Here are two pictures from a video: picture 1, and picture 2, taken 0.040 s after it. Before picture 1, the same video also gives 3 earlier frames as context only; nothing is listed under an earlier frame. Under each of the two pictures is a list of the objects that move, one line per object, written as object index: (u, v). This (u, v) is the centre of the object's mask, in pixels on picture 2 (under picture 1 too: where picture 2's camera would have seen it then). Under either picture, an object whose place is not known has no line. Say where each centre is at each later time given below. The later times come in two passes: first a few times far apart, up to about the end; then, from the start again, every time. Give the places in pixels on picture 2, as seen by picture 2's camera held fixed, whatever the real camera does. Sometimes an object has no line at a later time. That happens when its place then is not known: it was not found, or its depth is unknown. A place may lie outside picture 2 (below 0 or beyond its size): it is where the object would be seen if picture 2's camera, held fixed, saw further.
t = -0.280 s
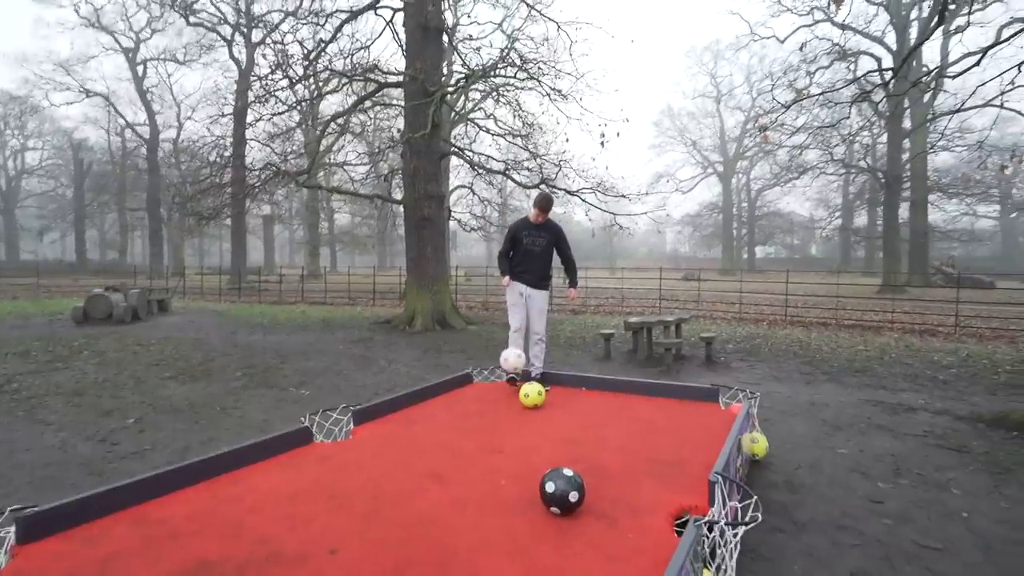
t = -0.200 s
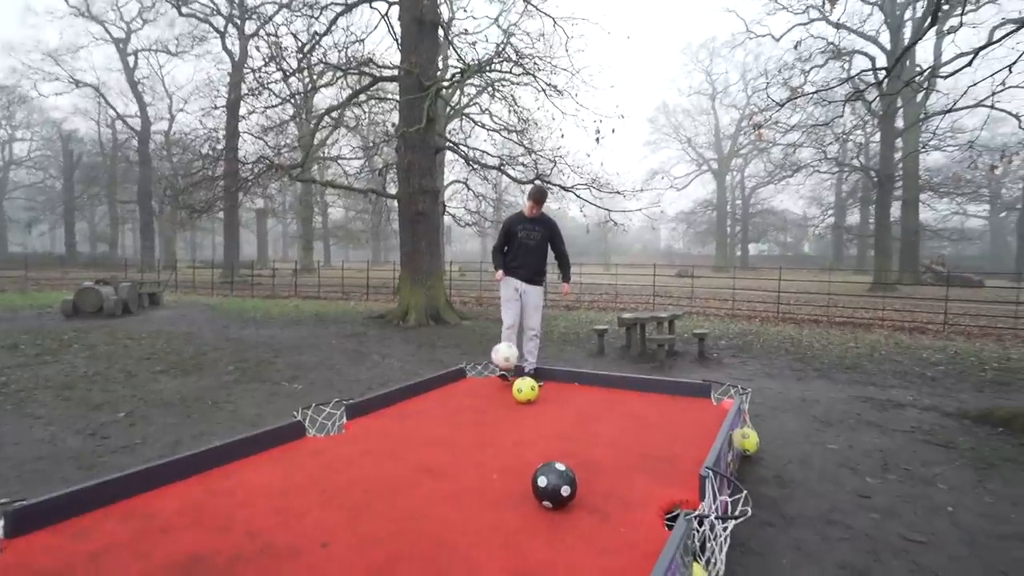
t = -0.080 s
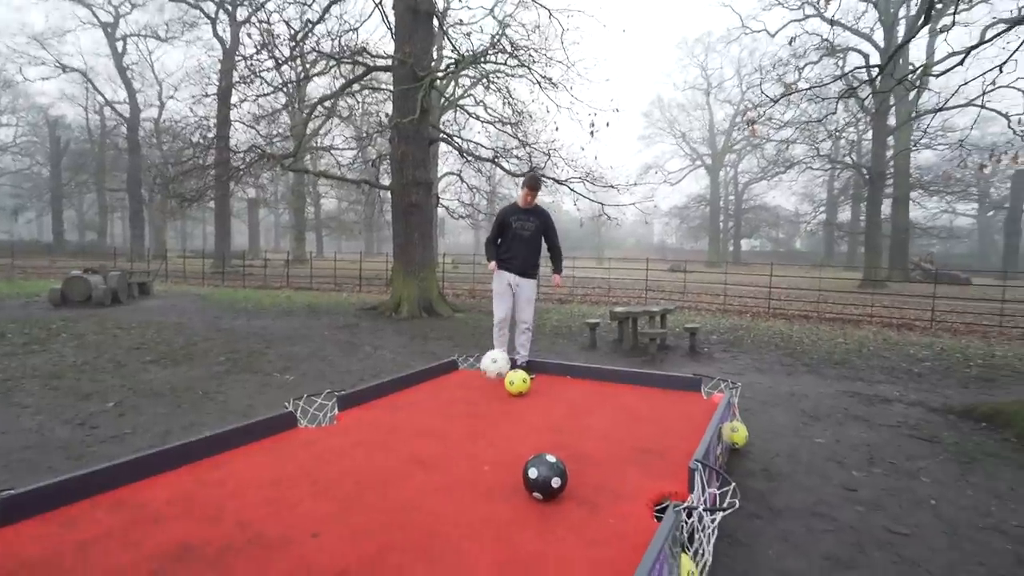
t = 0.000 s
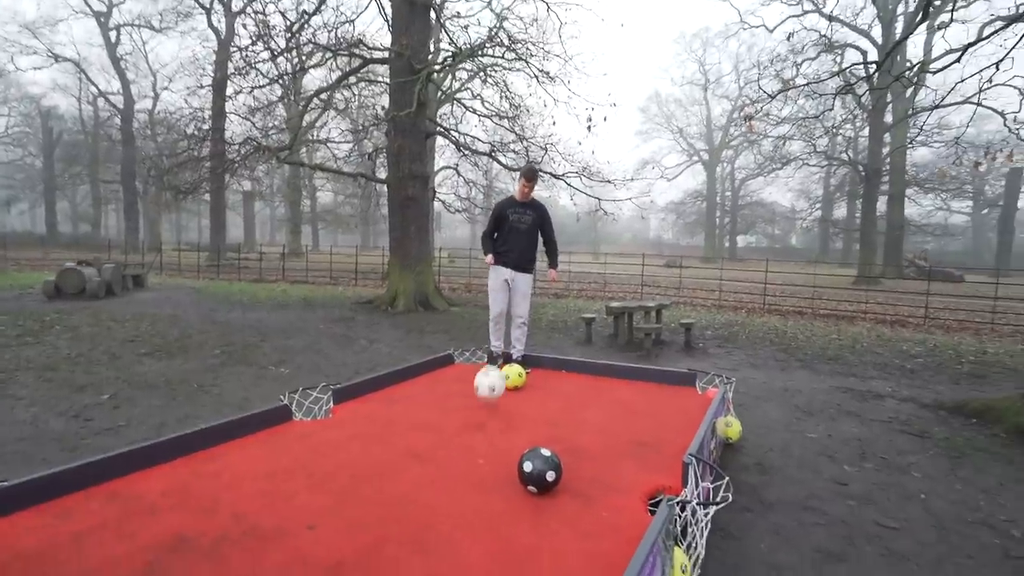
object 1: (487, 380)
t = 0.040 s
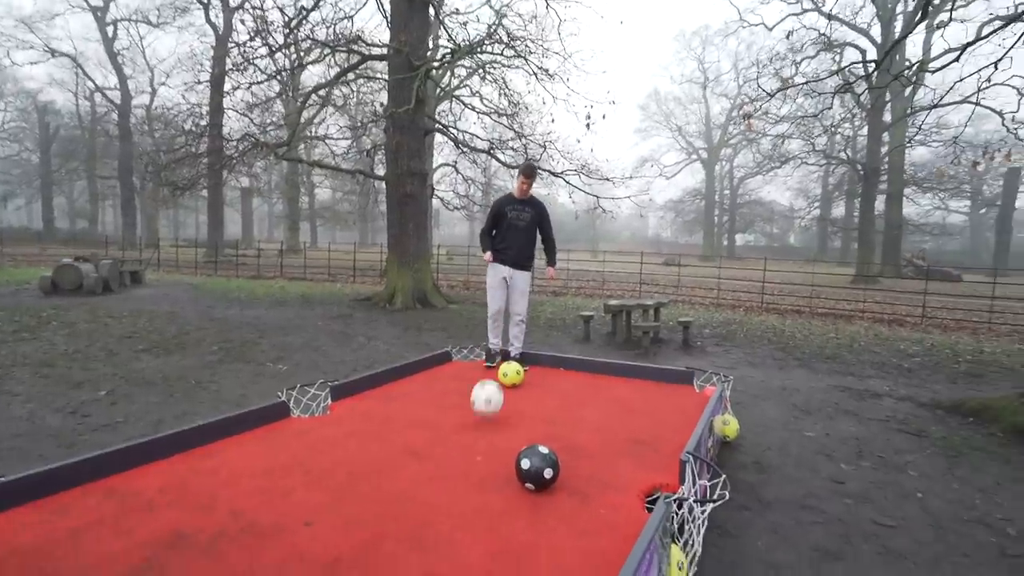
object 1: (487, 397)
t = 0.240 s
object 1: (481, 424)
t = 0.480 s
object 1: (473, 456)
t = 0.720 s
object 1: (463, 491)
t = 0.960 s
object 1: (450, 536)
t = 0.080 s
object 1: (485, 410)
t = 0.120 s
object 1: (484, 410)
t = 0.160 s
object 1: (483, 412)
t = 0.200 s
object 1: (482, 416)
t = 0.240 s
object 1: (481, 424)
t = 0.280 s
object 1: (480, 432)
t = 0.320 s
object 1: (478, 436)
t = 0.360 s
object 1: (477, 440)
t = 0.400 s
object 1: (476, 445)
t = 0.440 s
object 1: (474, 450)
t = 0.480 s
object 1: (473, 456)
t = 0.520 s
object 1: (471, 460)
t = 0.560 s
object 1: (470, 466)
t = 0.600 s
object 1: (468, 472)
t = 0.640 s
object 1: (466, 478)
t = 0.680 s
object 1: (465, 484)
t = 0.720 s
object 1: (463, 491)
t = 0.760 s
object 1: (461, 497)
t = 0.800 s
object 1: (459, 504)
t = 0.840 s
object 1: (457, 512)
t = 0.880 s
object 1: (455, 520)
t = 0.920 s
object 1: (453, 528)
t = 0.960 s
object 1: (450, 536)
